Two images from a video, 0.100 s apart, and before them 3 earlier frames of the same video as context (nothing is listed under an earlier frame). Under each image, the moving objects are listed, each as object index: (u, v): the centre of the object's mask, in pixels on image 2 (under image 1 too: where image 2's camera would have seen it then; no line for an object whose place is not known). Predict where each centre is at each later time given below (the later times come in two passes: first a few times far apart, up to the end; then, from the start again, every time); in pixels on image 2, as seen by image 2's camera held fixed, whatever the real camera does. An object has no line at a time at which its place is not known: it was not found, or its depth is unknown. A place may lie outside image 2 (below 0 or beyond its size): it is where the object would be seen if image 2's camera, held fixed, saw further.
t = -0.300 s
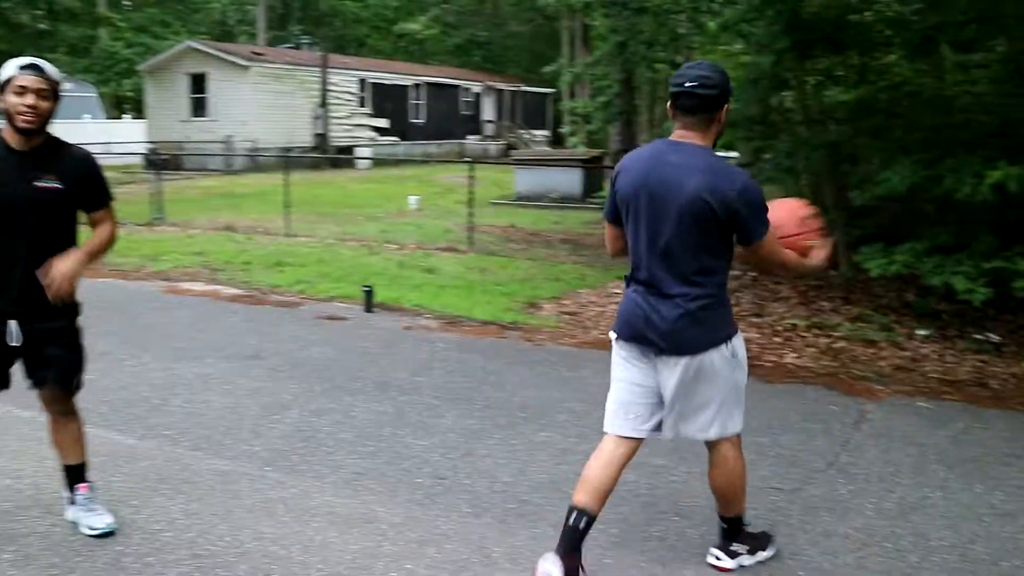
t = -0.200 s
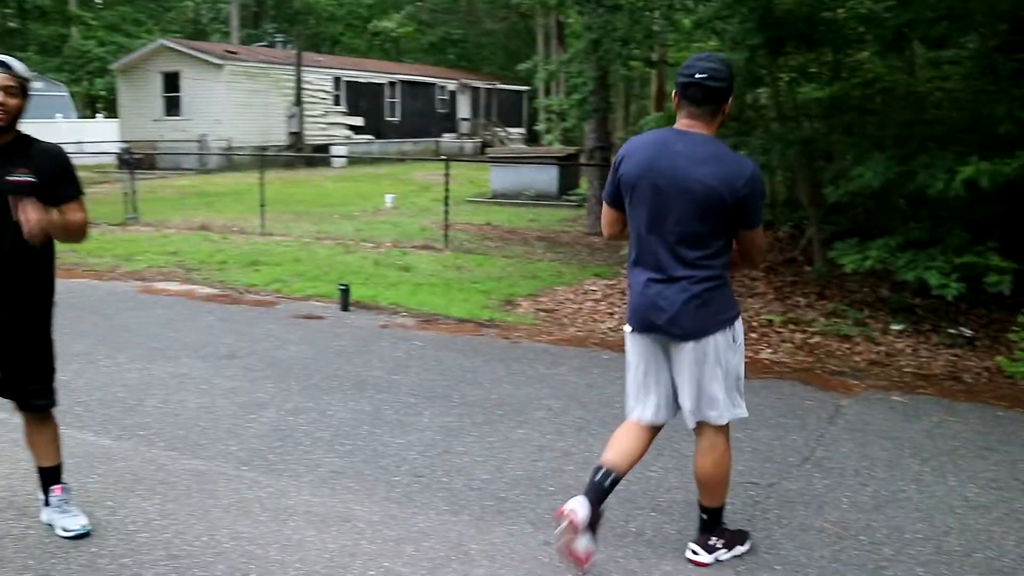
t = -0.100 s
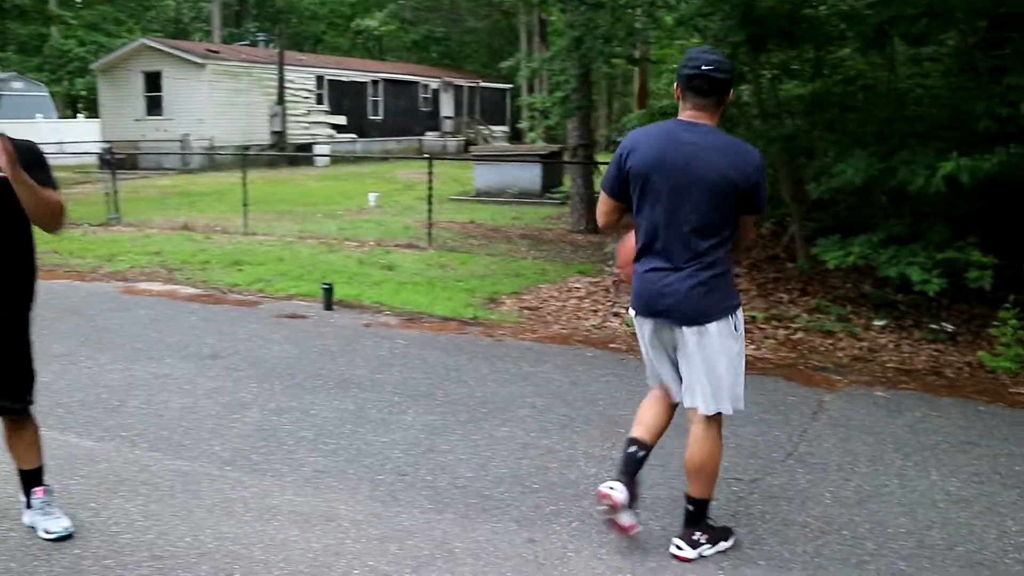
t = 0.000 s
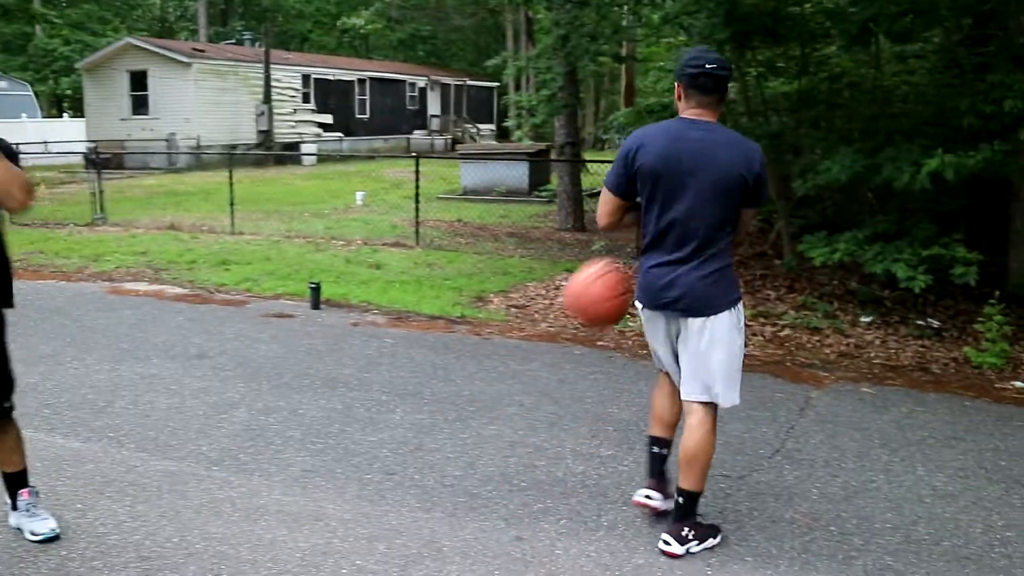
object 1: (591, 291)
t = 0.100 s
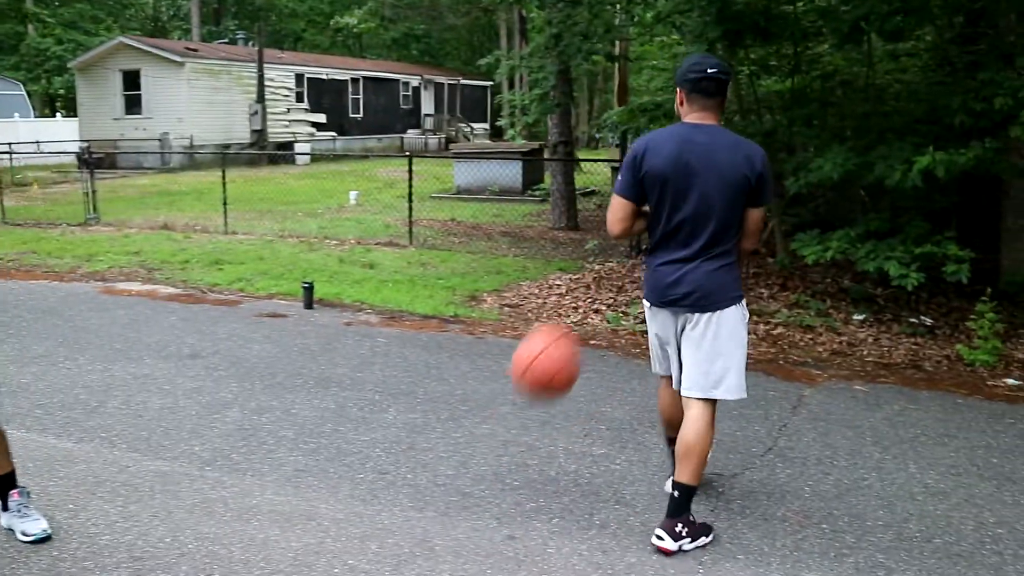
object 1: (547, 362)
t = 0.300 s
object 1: (462, 457)
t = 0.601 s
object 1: (344, 360)
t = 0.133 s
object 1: (532, 390)
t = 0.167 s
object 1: (518, 422)
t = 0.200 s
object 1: (503, 459)
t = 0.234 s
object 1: (488, 498)
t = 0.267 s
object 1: (474, 482)
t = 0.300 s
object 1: (462, 457)
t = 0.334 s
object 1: (449, 435)
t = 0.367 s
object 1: (436, 416)
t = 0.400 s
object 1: (424, 400)
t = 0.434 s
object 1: (411, 386)
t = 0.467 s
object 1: (396, 375)
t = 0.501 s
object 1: (384, 366)
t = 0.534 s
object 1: (371, 361)
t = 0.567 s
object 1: (357, 359)
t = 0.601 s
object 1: (344, 360)
